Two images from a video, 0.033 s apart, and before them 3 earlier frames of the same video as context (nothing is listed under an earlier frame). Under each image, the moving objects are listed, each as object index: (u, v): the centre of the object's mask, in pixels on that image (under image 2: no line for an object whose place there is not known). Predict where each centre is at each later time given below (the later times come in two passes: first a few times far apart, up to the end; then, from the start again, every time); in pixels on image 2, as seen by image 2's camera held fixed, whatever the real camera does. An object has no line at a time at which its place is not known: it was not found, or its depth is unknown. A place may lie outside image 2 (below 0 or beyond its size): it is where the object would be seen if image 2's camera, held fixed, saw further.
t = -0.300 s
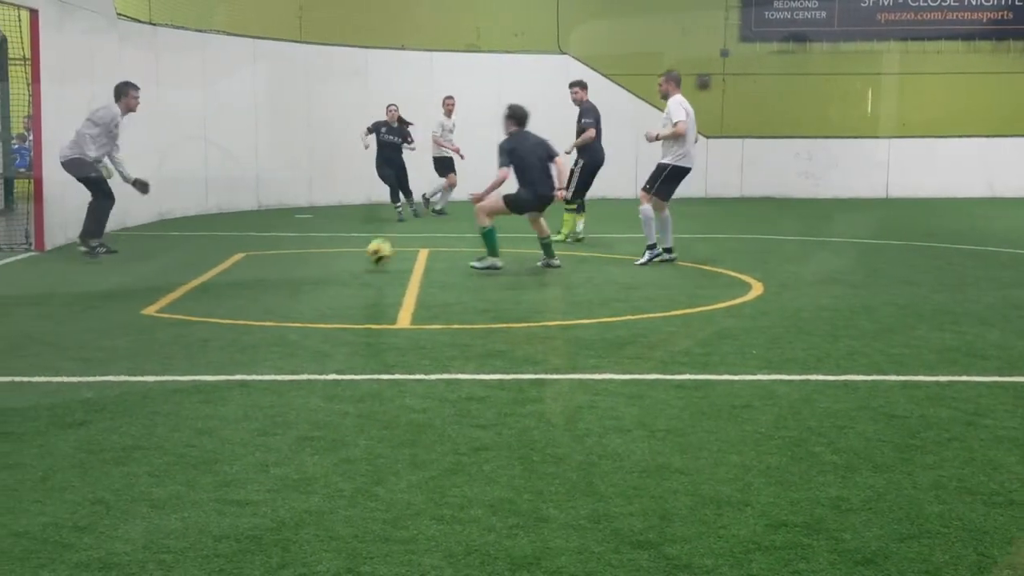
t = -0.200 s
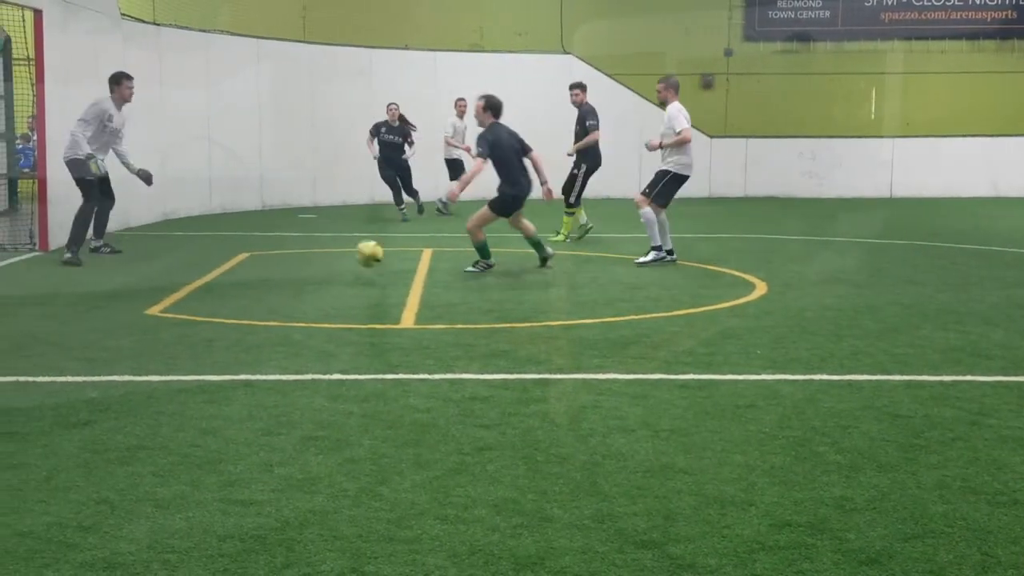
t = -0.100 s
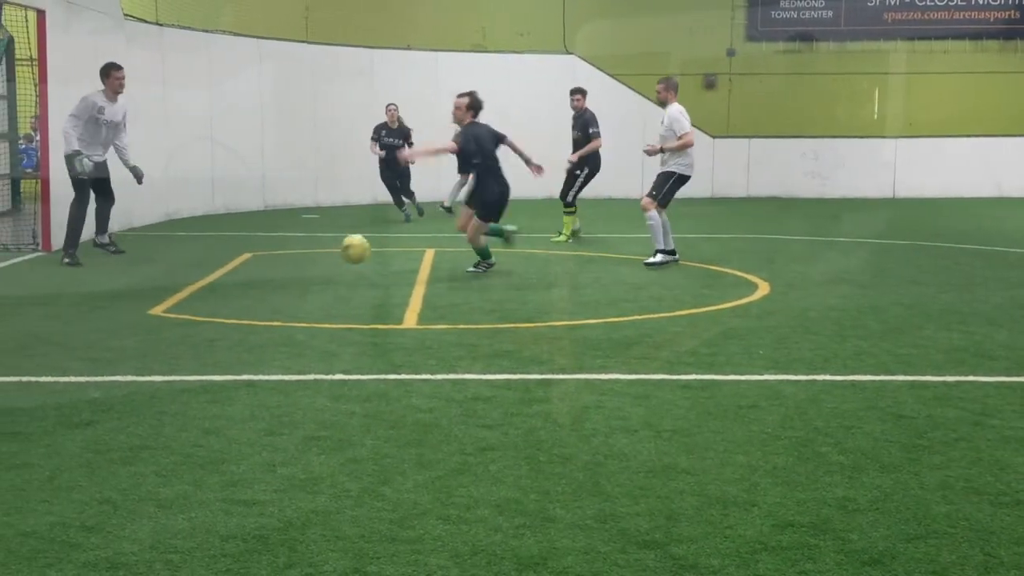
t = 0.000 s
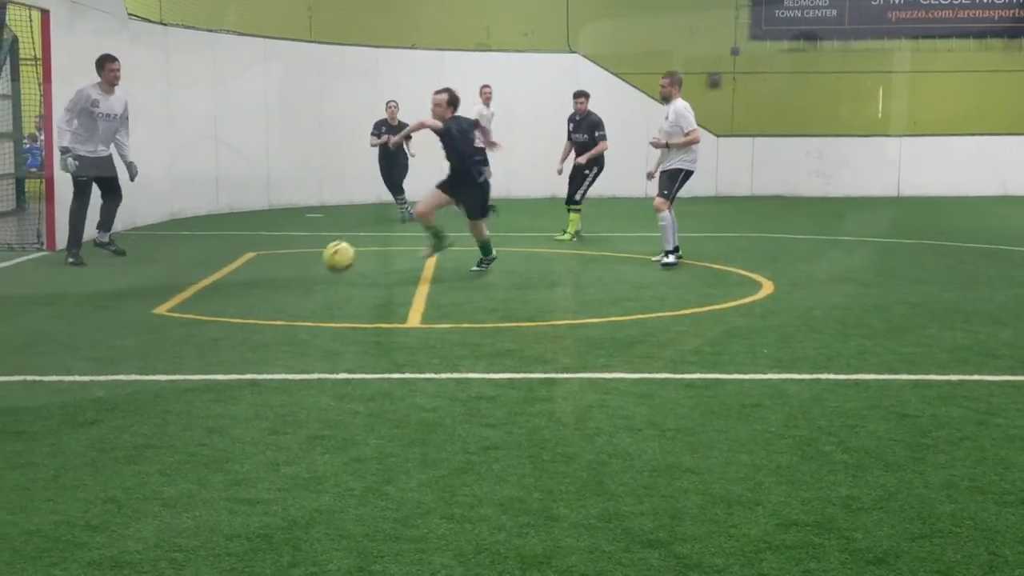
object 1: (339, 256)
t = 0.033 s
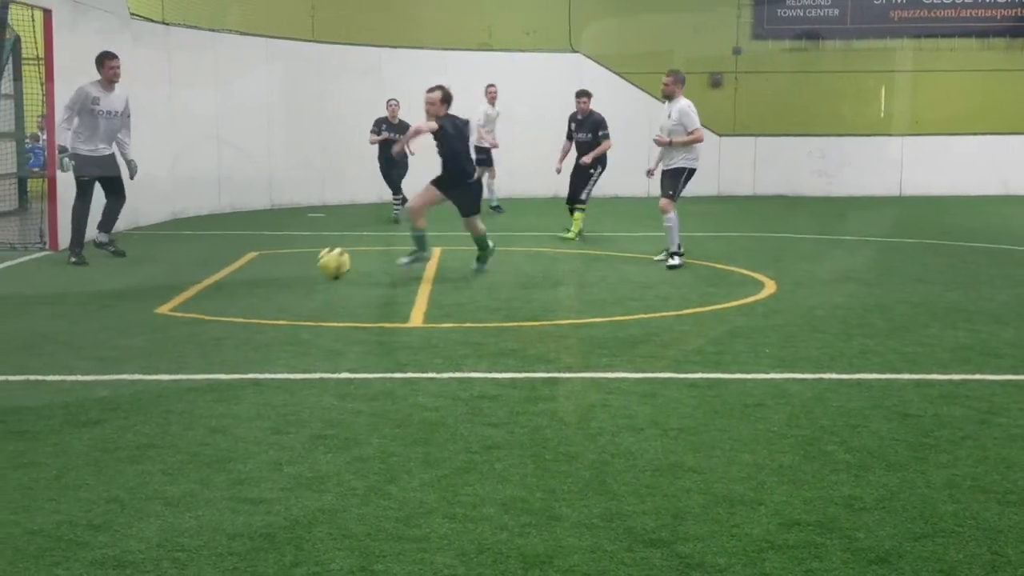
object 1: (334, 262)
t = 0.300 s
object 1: (259, 311)
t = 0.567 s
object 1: (157, 377)
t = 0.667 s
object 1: (109, 385)
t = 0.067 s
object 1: (326, 271)
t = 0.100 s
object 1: (317, 282)
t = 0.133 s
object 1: (310, 294)
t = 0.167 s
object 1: (300, 310)
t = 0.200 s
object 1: (289, 323)
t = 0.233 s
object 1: (281, 316)
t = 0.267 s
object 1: (271, 312)
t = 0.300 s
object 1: (259, 311)
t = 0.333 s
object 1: (250, 311)
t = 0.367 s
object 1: (238, 312)
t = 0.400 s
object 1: (225, 313)
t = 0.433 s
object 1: (214, 318)
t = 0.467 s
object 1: (201, 329)
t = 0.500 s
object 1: (186, 344)
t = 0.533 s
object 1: (172, 360)
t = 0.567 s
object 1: (157, 377)
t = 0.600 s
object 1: (142, 390)
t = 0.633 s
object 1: (126, 387)
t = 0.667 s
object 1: (109, 385)
